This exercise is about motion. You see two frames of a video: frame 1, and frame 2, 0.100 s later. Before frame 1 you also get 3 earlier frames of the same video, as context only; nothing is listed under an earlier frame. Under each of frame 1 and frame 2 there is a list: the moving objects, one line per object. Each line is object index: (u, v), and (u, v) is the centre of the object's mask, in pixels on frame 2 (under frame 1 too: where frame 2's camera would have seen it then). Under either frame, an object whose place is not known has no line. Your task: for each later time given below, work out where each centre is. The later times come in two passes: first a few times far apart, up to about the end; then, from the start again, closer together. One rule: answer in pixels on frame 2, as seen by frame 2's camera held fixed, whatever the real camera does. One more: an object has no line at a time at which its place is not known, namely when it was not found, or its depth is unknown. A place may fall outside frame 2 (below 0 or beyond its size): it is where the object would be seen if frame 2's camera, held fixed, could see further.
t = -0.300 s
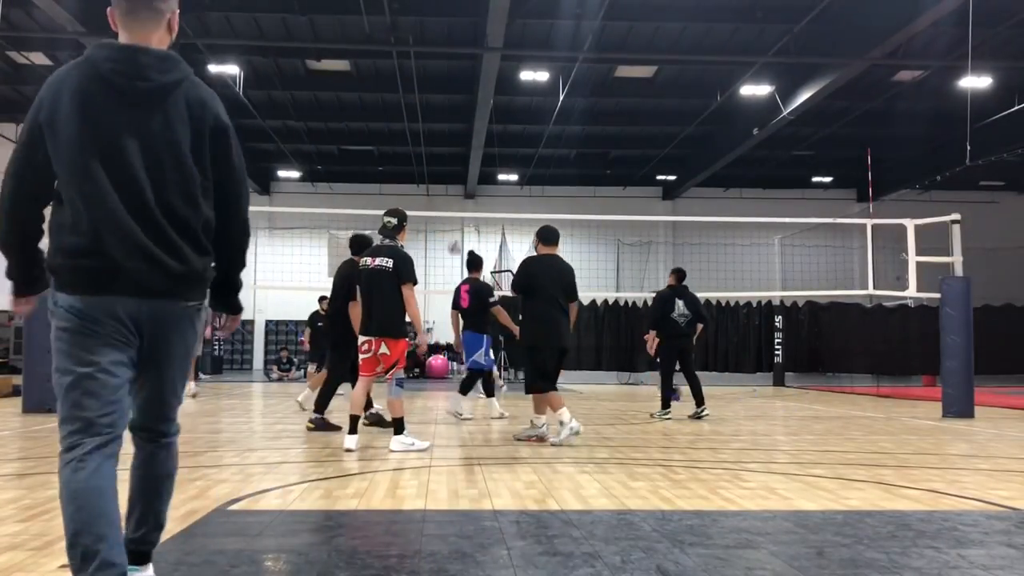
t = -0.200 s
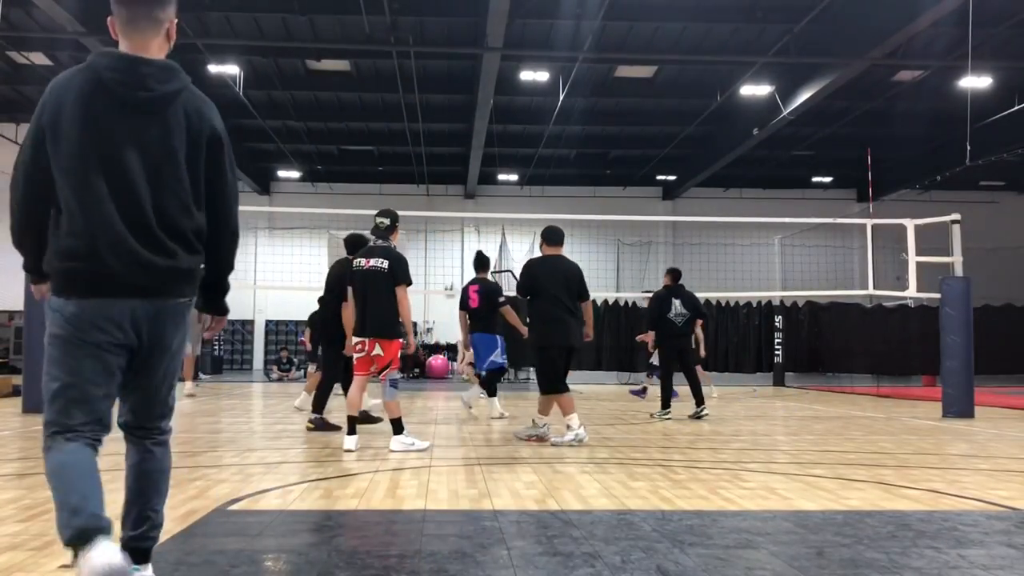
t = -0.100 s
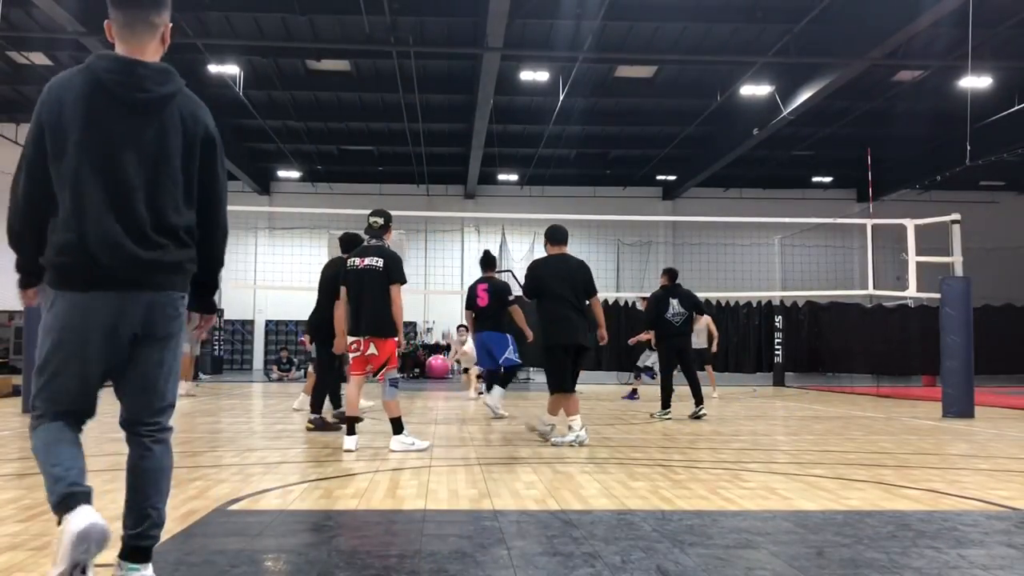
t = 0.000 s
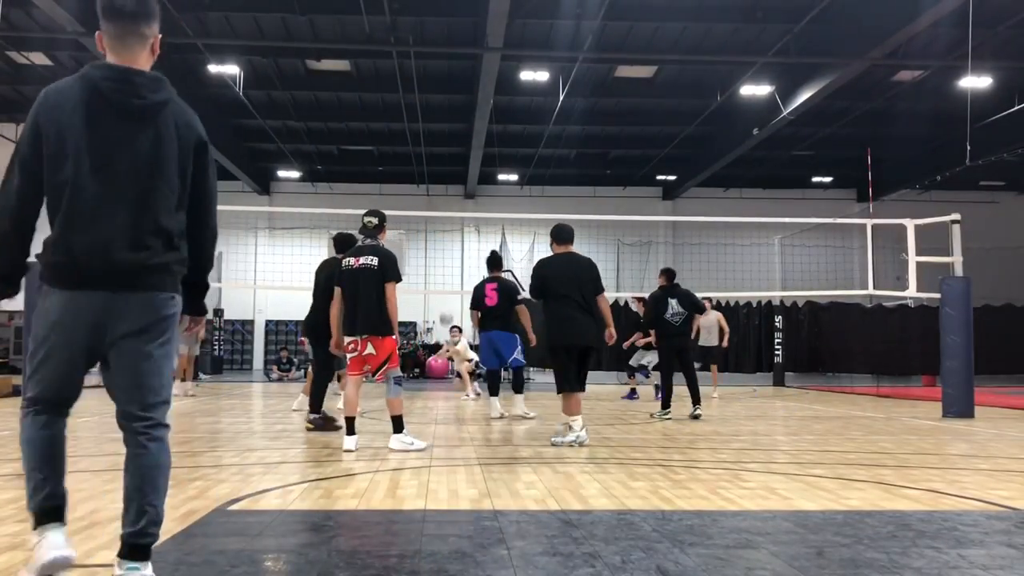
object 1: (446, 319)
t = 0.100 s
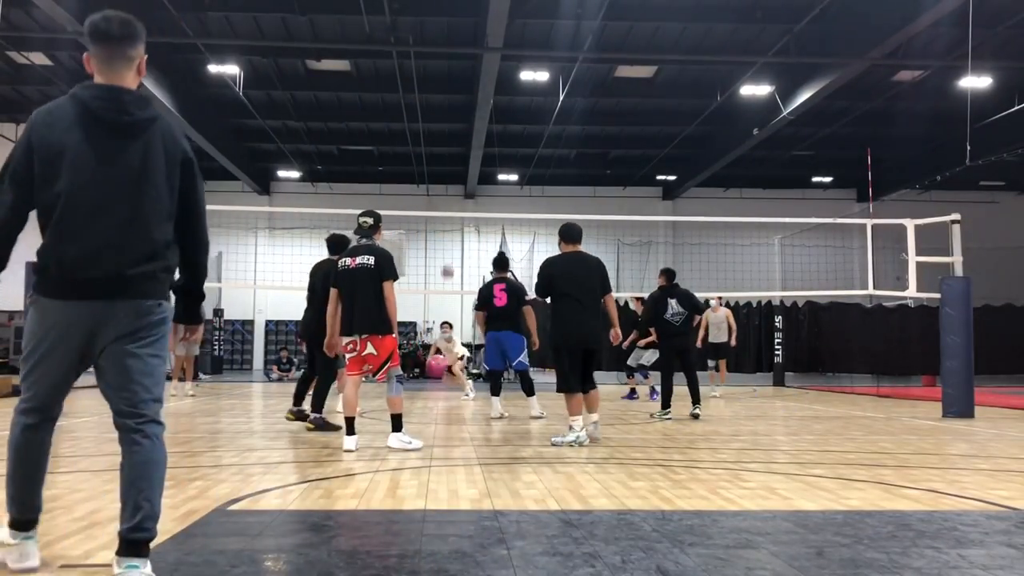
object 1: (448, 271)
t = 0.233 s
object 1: (451, 212)
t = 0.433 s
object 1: (452, 151)
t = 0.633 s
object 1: (456, 109)
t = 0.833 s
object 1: (461, 93)
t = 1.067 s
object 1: (466, 109)
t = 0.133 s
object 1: (448, 257)
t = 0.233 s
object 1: (451, 212)
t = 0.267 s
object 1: (449, 202)
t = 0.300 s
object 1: (450, 192)
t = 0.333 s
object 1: (450, 181)
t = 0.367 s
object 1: (451, 170)
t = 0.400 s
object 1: (452, 160)
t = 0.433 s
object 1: (452, 151)
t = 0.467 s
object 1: (453, 142)
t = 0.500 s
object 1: (454, 134)
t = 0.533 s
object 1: (454, 127)
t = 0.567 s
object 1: (455, 120)
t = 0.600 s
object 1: (456, 114)
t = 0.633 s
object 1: (456, 109)
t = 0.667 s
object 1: (457, 104)
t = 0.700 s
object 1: (458, 101)
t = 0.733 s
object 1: (458, 98)
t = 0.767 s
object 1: (459, 95)
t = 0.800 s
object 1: (460, 93)
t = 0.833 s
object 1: (461, 93)
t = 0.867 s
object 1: (461, 92)
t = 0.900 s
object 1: (462, 93)
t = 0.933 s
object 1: (463, 94)
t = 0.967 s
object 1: (464, 97)
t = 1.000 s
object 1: (464, 100)
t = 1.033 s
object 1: (465, 104)
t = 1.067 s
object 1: (466, 109)
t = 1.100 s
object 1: (466, 114)
